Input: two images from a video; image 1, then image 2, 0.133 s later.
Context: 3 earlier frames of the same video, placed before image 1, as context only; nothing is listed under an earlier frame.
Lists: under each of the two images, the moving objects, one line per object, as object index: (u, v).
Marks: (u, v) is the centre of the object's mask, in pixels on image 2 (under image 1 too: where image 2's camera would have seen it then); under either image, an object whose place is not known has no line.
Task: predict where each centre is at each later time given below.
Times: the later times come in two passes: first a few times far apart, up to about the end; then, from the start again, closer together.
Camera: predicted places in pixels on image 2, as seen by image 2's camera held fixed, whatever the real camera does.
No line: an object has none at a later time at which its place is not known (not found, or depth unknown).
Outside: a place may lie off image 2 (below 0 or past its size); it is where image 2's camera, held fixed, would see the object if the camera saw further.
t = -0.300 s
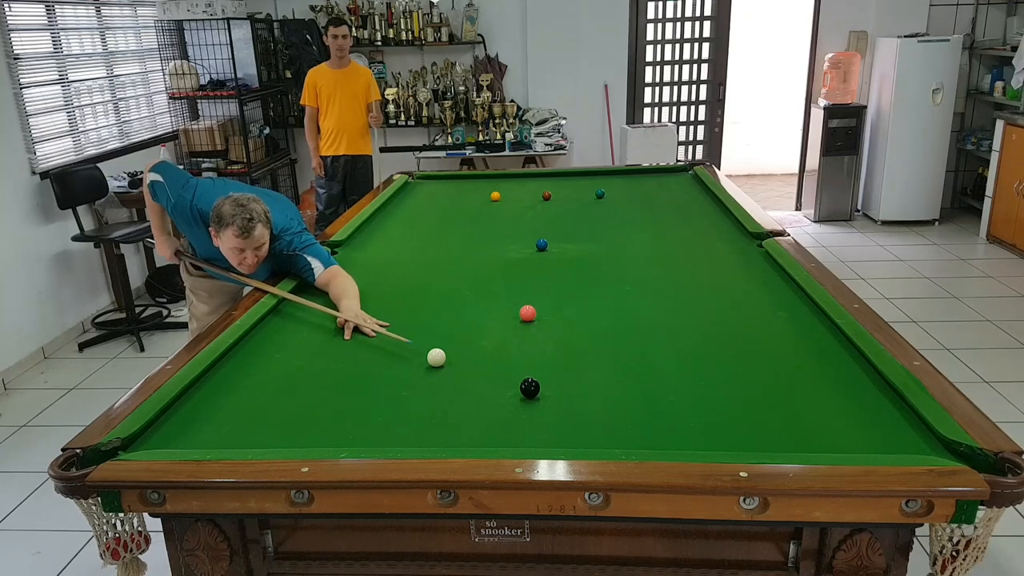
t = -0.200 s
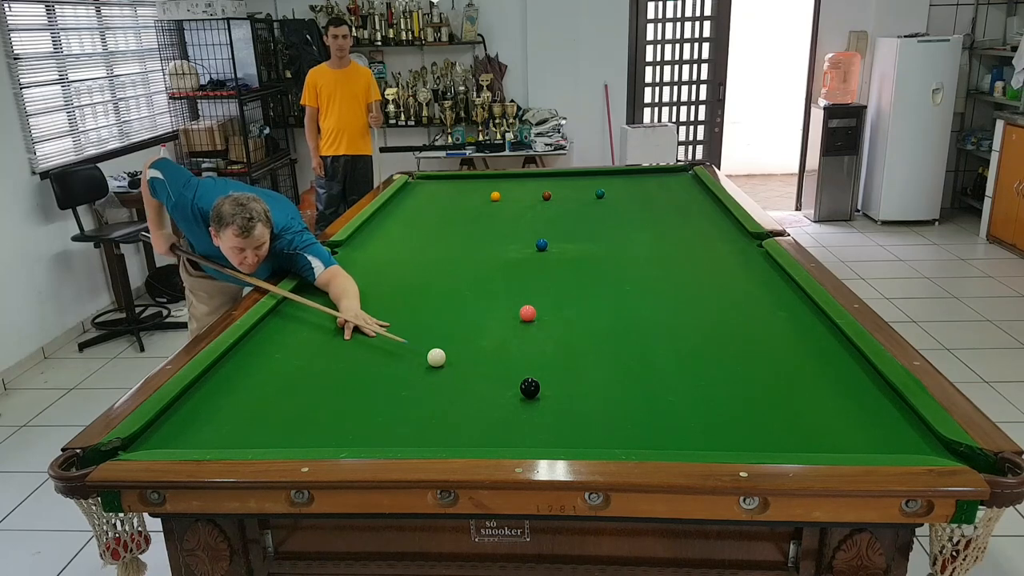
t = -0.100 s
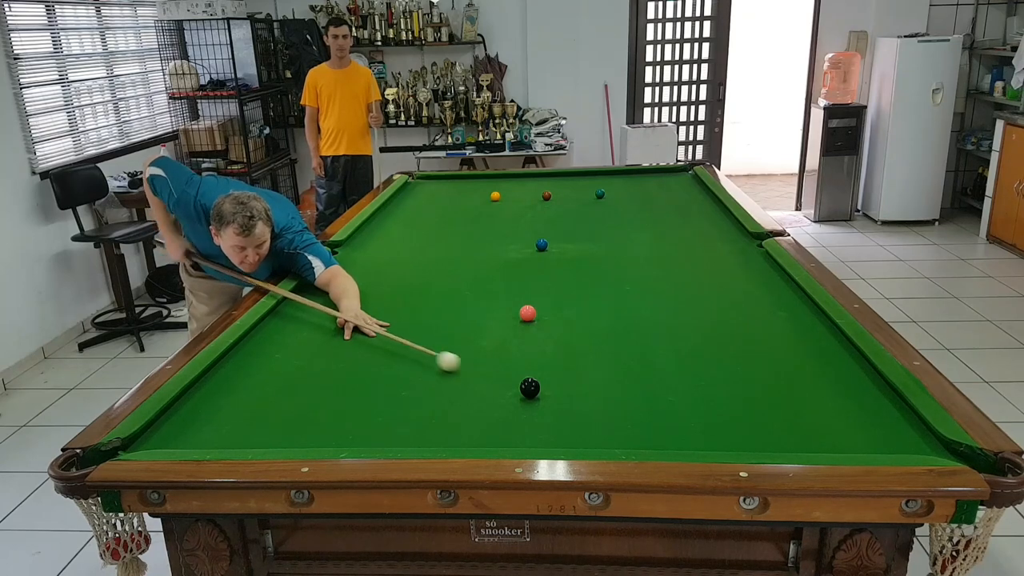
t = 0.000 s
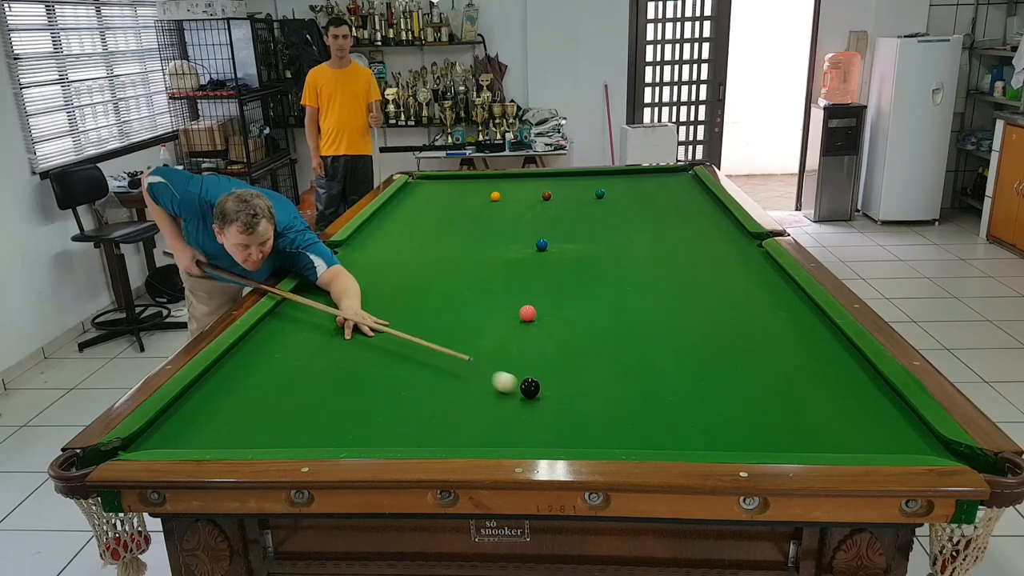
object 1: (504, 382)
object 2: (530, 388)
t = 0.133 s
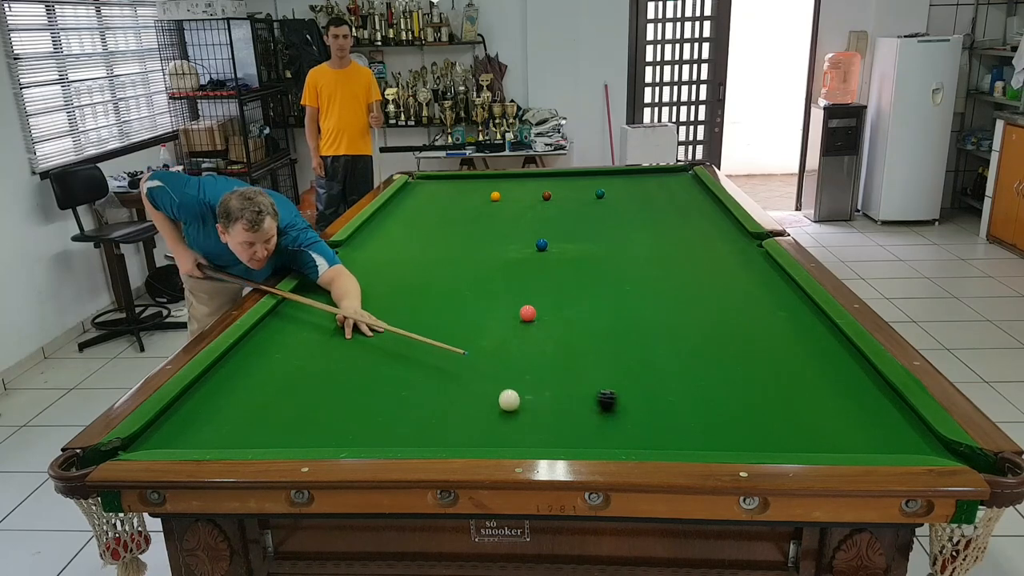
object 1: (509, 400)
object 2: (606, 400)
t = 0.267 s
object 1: (520, 421)
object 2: (679, 413)
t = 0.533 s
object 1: (541, 432)
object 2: (837, 439)
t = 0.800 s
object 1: (555, 402)
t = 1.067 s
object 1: (565, 377)
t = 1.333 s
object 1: (574, 356)
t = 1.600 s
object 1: (582, 339)
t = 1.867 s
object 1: (589, 325)
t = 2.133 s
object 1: (594, 312)
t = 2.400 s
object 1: (599, 302)
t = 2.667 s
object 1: (603, 292)
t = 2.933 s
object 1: (606, 284)
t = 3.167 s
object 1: (609, 279)
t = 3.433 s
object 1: (611, 272)
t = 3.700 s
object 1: (613, 267)
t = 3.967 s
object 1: (615, 263)
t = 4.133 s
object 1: (618, 258)
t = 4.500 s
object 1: (619, 256)
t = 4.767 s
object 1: (620, 253)
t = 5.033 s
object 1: (621, 251)
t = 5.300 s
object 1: (621, 250)
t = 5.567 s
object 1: (620, 249)
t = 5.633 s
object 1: (620, 249)
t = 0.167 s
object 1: (511, 405)
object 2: (625, 403)
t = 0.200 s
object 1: (514, 410)
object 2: (643, 407)
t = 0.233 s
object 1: (517, 416)
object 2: (661, 409)
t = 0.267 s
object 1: (520, 421)
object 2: (679, 413)
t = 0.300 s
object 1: (523, 427)
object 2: (698, 416)
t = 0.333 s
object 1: (526, 432)
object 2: (717, 419)
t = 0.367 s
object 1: (529, 437)
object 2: (736, 422)
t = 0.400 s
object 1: (533, 441)
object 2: (755, 426)
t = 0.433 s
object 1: (536, 442)
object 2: (776, 430)
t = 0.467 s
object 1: (537, 439)
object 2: (796, 433)
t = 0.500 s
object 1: (539, 436)
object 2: (817, 436)
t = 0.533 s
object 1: (541, 432)
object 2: (837, 439)
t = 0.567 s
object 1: (543, 428)
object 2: (859, 441)
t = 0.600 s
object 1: (545, 424)
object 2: (879, 444)
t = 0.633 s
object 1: (547, 420)
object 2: (901, 446)
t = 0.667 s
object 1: (548, 416)
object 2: (923, 448)
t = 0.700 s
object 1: (550, 413)
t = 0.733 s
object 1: (552, 409)
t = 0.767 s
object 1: (553, 405)
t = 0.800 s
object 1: (555, 402)
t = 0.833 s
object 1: (556, 398)
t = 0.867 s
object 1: (558, 395)
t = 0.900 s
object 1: (559, 392)
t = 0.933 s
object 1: (560, 389)
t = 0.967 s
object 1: (562, 386)
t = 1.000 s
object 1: (563, 383)
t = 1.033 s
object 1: (564, 380)
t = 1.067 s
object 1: (565, 377)
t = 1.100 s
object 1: (567, 374)
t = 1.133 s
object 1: (568, 371)
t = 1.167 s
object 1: (569, 369)
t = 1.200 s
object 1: (570, 366)
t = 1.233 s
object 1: (571, 364)
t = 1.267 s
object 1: (572, 361)
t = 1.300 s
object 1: (573, 359)
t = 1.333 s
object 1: (574, 356)
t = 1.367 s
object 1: (575, 354)
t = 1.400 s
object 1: (576, 352)
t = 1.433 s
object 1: (577, 350)
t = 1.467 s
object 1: (578, 347)
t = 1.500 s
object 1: (579, 345)
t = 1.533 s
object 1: (580, 343)
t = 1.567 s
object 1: (581, 341)
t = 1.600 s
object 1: (582, 339)
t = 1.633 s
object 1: (583, 337)
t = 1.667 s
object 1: (584, 336)
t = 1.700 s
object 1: (585, 333)
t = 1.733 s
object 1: (586, 332)
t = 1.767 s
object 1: (586, 330)
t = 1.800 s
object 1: (587, 328)
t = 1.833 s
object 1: (588, 326)
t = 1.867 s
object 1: (589, 325)
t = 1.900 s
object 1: (589, 323)
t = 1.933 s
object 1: (590, 322)
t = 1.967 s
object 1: (591, 320)
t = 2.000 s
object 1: (592, 318)
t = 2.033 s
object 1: (592, 317)
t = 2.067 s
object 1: (593, 315)
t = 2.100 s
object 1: (593, 314)
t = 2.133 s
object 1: (594, 312)
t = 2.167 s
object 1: (595, 311)
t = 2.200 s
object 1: (595, 309)
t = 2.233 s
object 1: (596, 308)
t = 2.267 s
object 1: (597, 307)
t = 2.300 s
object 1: (597, 305)
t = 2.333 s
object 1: (598, 304)
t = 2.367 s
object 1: (598, 303)
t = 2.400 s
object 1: (599, 302)
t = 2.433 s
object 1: (599, 300)
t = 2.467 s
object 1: (600, 299)
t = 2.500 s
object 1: (600, 298)
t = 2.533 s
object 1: (601, 297)
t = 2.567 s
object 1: (601, 296)
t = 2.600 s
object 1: (602, 295)
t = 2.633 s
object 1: (602, 294)
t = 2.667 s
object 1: (603, 292)
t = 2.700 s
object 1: (603, 291)
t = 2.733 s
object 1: (604, 290)
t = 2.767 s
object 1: (604, 289)
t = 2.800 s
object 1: (605, 288)
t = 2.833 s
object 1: (605, 287)
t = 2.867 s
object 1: (605, 286)
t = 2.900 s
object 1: (606, 286)
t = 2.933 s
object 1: (606, 284)
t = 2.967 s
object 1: (607, 284)
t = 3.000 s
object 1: (607, 283)
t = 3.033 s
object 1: (607, 282)
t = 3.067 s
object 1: (608, 281)
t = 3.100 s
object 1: (608, 280)
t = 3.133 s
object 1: (609, 279)
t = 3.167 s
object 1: (609, 279)
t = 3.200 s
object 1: (609, 278)
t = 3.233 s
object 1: (610, 277)
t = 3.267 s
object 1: (610, 276)
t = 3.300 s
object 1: (610, 275)
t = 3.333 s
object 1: (611, 274)
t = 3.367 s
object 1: (611, 274)
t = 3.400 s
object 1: (611, 273)
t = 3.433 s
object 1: (611, 272)
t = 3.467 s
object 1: (612, 272)
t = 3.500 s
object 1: (612, 271)
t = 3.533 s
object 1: (612, 270)
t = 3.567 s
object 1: (612, 270)
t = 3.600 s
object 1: (613, 269)
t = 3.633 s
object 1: (613, 268)
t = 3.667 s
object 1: (613, 268)
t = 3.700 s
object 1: (613, 267)
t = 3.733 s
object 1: (614, 267)
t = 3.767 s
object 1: (614, 266)
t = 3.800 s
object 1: (614, 265)
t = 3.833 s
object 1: (614, 265)
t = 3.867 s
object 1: (615, 264)
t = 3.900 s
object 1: (615, 264)
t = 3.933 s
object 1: (615, 263)
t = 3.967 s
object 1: (615, 263)
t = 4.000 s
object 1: (615, 262)
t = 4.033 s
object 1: (616, 262)
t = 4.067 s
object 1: (616, 261)
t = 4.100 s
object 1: (616, 261)
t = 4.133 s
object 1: (618, 258)
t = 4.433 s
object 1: (616, 255)
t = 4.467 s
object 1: (619, 256)
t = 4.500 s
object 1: (619, 256)
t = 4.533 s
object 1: (619, 255)
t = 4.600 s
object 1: (619, 254)
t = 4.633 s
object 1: (619, 254)
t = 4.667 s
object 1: (620, 254)
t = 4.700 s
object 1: (620, 254)
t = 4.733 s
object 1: (620, 253)
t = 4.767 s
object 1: (620, 253)
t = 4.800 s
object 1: (620, 253)
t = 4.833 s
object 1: (620, 253)
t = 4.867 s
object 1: (620, 252)
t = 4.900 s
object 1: (620, 252)
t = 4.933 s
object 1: (620, 252)
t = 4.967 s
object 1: (620, 252)
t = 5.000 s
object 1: (621, 252)
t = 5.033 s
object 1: (621, 251)
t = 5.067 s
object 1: (621, 251)
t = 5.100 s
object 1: (621, 251)
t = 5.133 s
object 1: (621, 251)
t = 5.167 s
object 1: (621, 251)
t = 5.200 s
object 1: (621, 250)
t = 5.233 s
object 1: (621, 250)
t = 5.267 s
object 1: (621, 250)
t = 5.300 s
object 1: (621, 250)
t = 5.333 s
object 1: (621, 250)
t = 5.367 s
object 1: (620, 250)
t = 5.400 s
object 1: (620, 249)
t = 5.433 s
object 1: (620, 249)
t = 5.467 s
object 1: (620, 249)
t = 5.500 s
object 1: (620, 249)
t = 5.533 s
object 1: (620, 249)
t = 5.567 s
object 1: (620, 249)
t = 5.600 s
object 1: (620, 249)
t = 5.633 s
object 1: (620, 249)
